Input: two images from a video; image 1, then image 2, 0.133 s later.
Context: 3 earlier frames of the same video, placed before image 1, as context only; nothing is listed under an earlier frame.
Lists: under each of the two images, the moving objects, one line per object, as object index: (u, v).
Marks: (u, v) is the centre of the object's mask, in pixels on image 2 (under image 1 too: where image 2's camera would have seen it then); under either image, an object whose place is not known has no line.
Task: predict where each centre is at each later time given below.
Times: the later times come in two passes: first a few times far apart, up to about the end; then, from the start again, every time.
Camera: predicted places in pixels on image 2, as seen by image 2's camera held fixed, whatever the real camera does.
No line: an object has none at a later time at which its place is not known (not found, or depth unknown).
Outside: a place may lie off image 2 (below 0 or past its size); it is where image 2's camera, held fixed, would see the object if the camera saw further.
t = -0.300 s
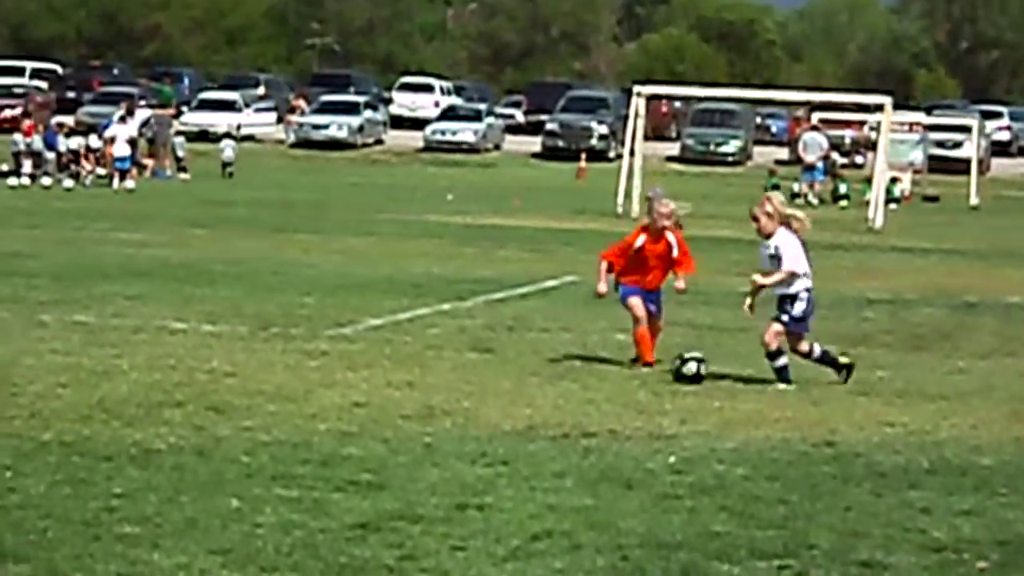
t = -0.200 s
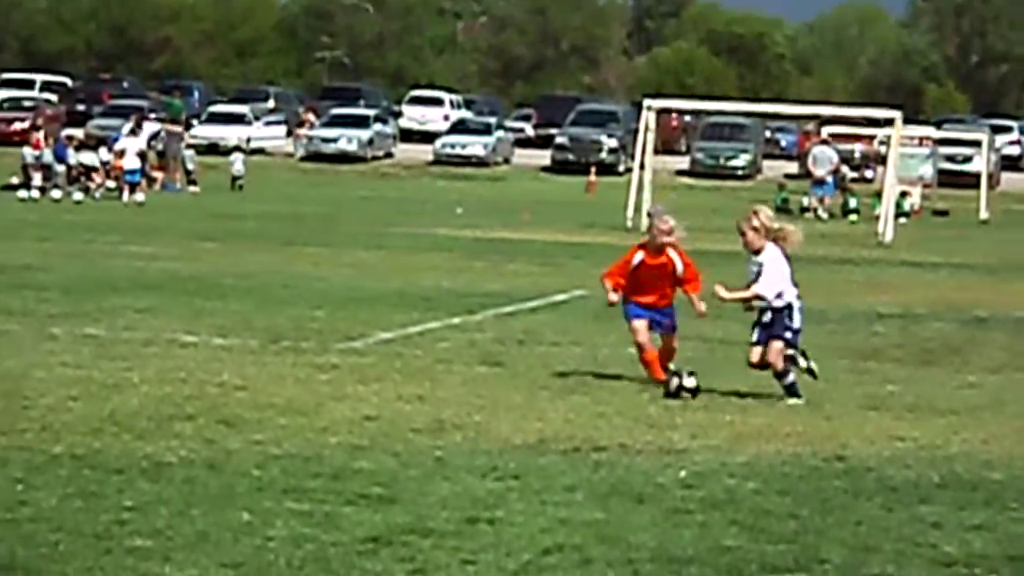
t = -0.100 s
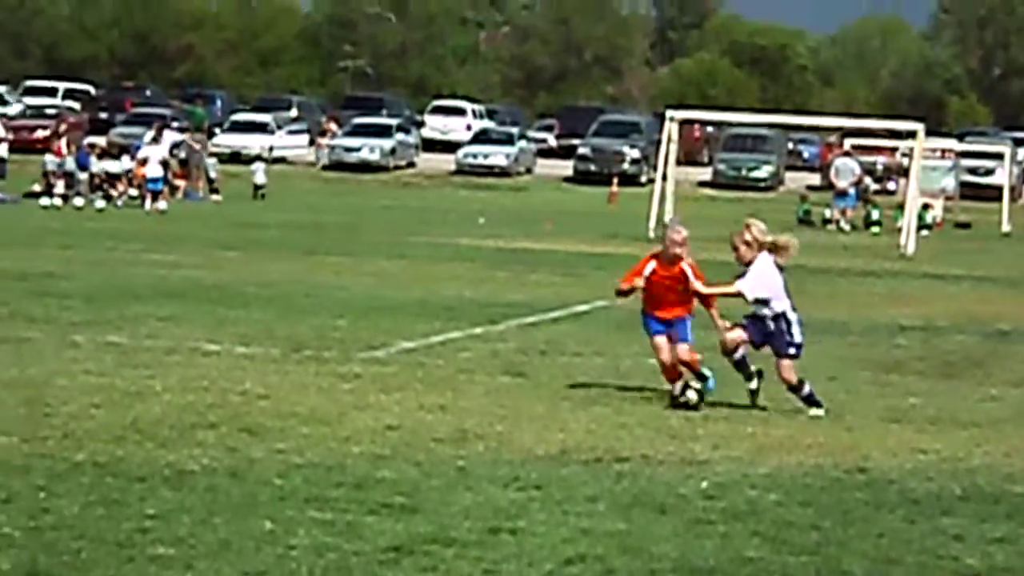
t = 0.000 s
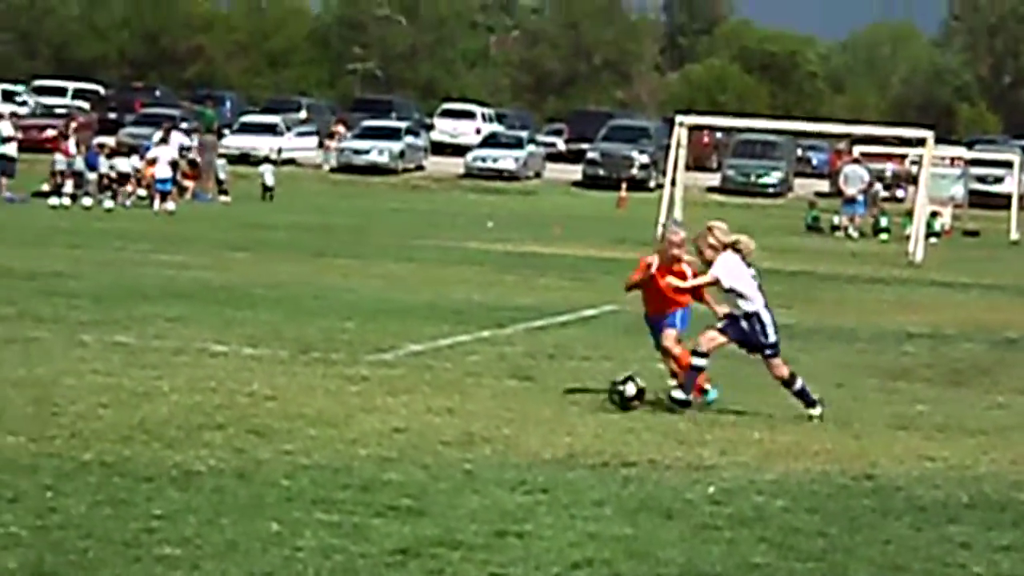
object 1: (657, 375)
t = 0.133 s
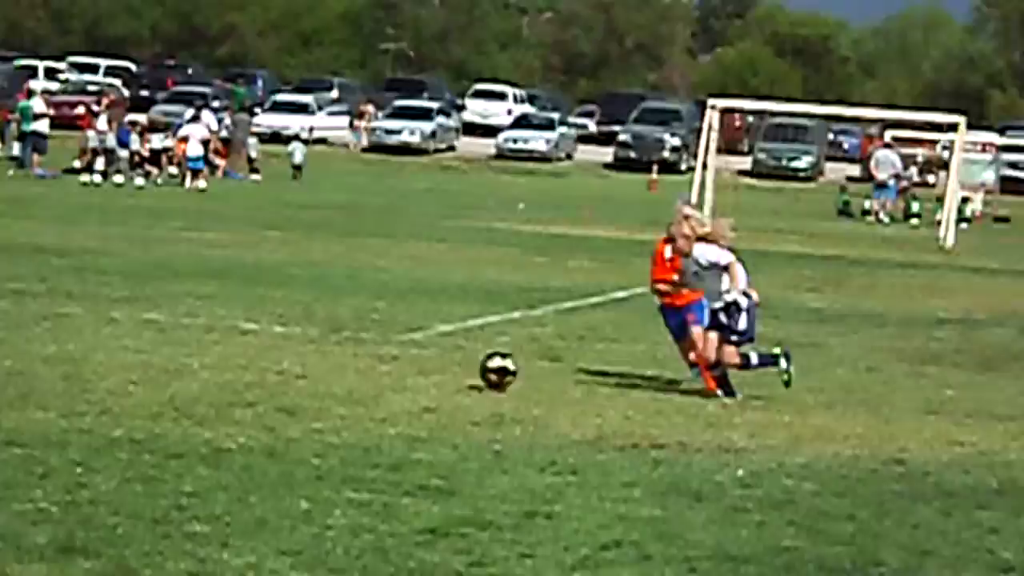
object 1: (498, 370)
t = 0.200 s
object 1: (418, 374)
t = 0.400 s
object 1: (228, 371)
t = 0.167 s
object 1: (458, 372)
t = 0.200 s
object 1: (418, 374)
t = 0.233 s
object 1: (381, 375)
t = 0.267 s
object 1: (349, 373)
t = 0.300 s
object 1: (318, 372)
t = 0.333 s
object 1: (288, 371)
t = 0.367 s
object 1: (258, 371)
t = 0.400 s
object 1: (228, 371)
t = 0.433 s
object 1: (203, 370)
